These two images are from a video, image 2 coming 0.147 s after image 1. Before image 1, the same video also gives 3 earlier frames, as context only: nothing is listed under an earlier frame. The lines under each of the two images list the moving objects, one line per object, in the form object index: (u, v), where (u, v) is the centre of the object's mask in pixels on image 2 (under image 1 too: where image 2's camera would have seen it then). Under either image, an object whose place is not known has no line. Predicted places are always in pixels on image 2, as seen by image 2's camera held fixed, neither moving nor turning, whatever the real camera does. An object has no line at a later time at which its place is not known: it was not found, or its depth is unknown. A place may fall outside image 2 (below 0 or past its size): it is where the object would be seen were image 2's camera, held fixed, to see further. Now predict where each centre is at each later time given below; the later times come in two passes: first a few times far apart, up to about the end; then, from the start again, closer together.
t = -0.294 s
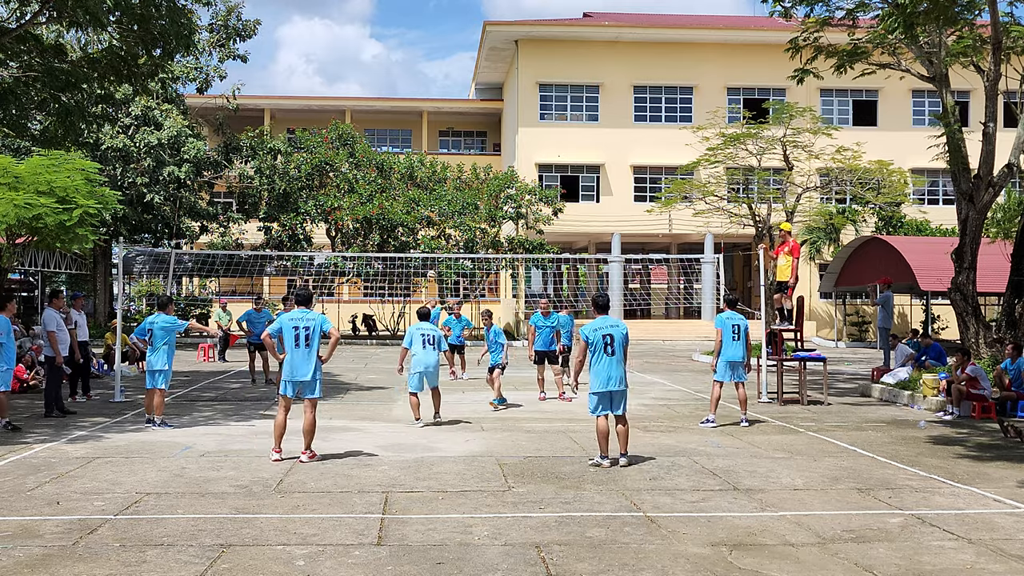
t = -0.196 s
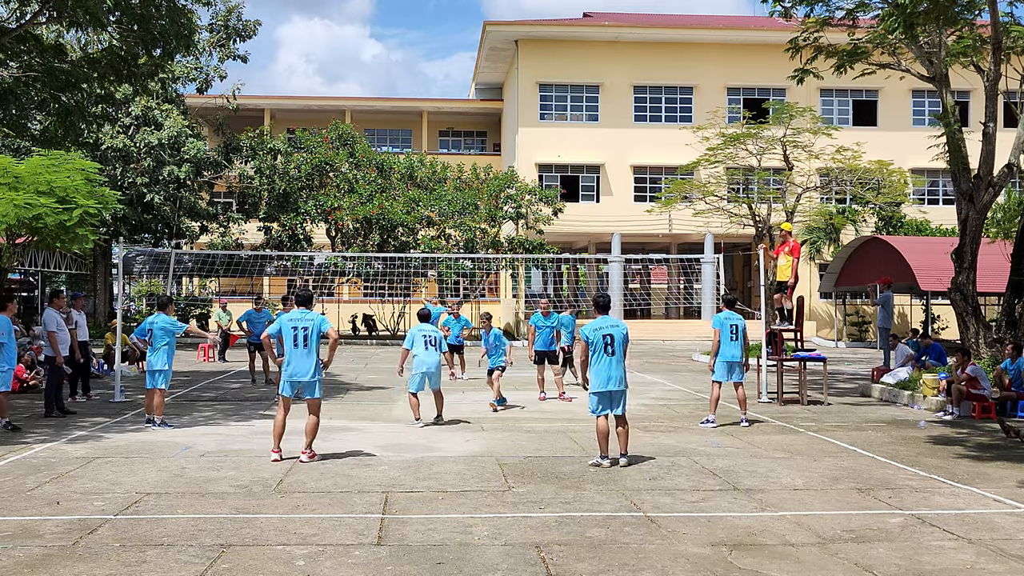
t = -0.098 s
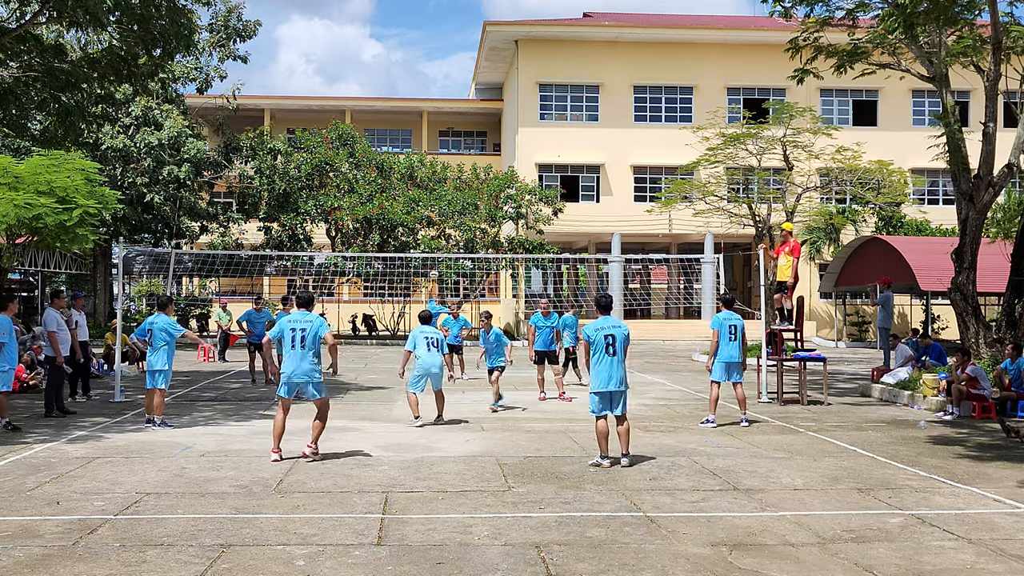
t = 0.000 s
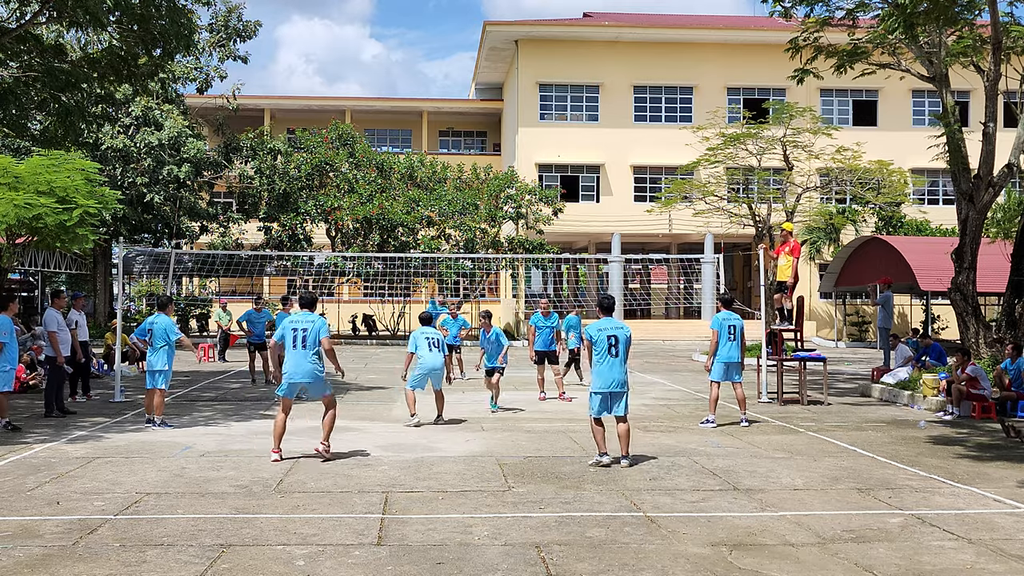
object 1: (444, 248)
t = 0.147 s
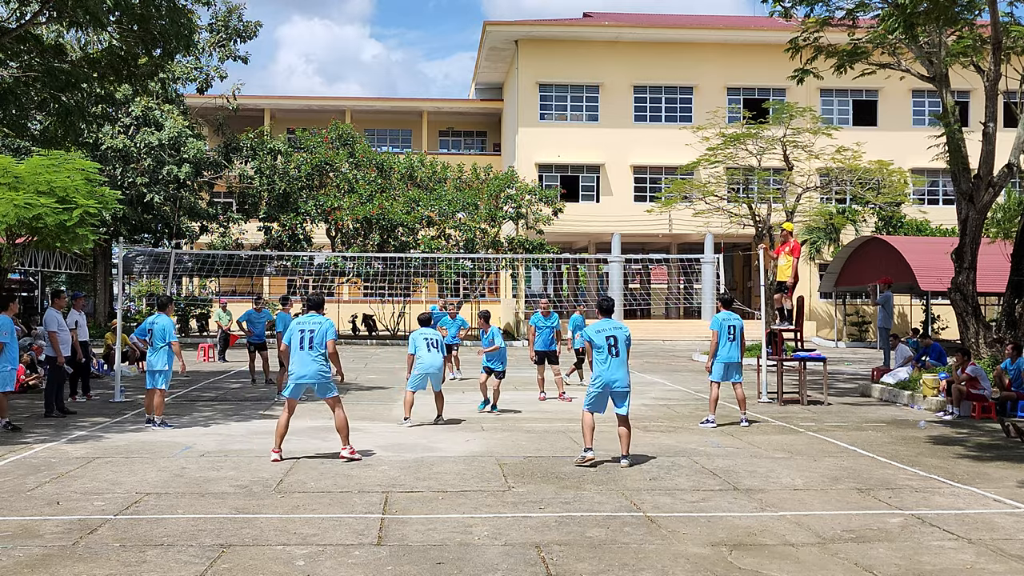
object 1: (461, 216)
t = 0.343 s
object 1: (486, 175)
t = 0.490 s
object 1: (512, 148)
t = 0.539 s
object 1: (517, 144)
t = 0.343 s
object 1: (486, 175)
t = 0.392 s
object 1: (498, 162)
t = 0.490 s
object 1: (512, 148)
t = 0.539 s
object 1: (517, 144)
